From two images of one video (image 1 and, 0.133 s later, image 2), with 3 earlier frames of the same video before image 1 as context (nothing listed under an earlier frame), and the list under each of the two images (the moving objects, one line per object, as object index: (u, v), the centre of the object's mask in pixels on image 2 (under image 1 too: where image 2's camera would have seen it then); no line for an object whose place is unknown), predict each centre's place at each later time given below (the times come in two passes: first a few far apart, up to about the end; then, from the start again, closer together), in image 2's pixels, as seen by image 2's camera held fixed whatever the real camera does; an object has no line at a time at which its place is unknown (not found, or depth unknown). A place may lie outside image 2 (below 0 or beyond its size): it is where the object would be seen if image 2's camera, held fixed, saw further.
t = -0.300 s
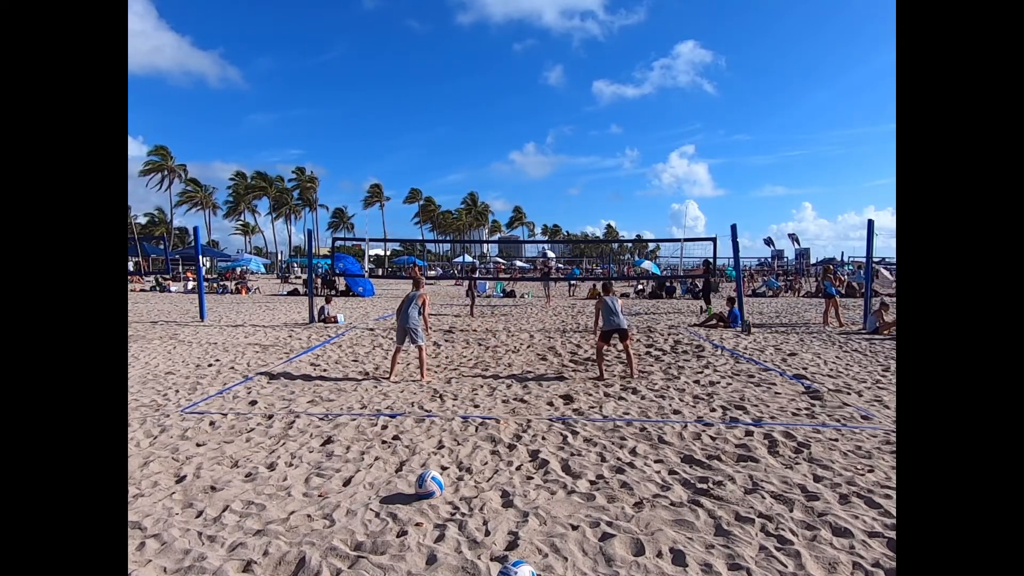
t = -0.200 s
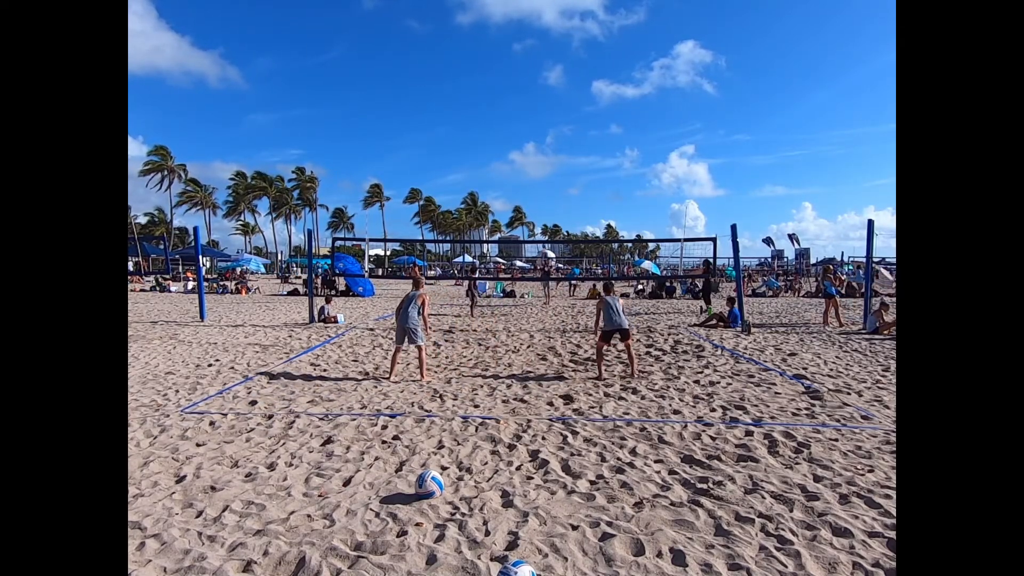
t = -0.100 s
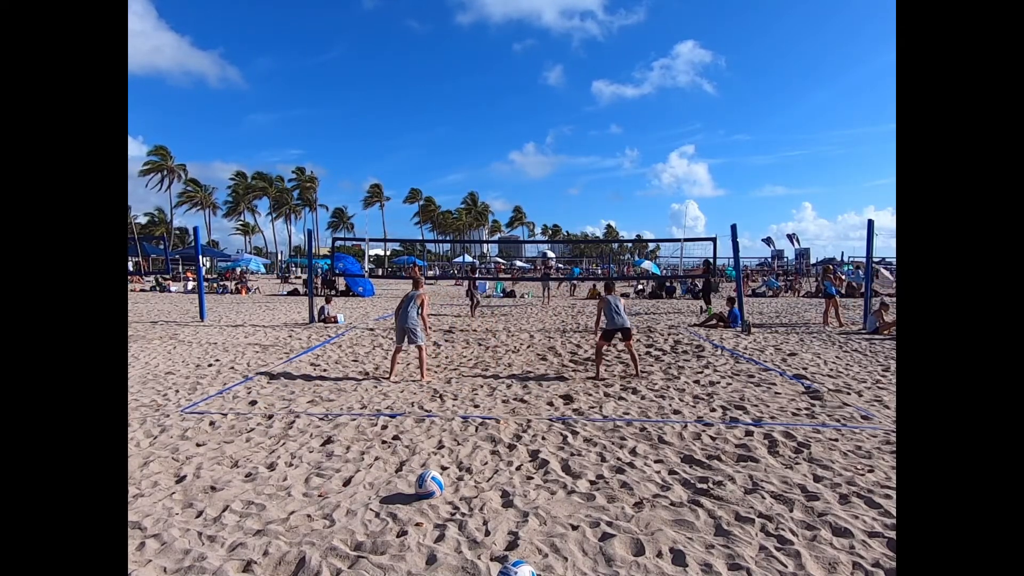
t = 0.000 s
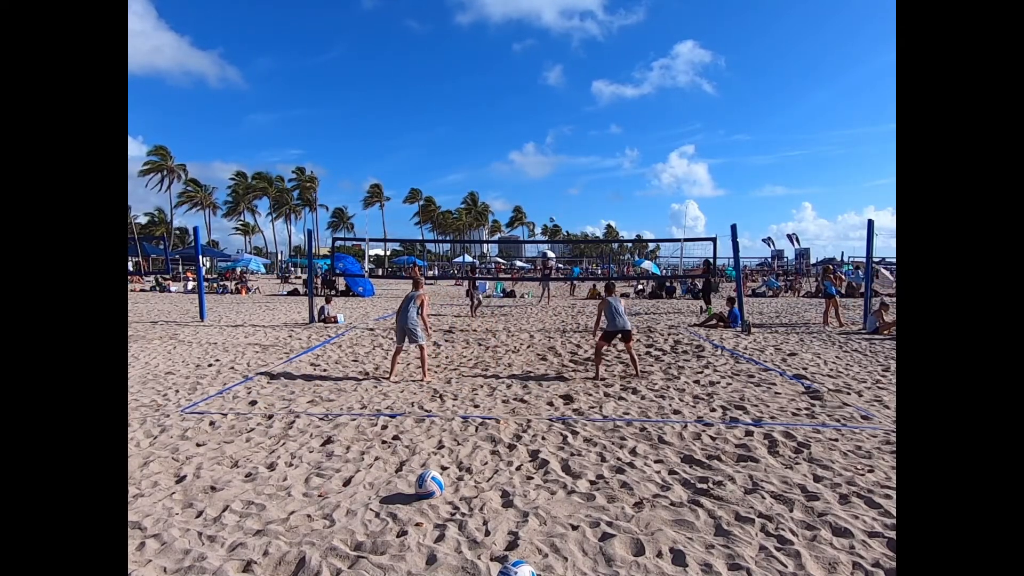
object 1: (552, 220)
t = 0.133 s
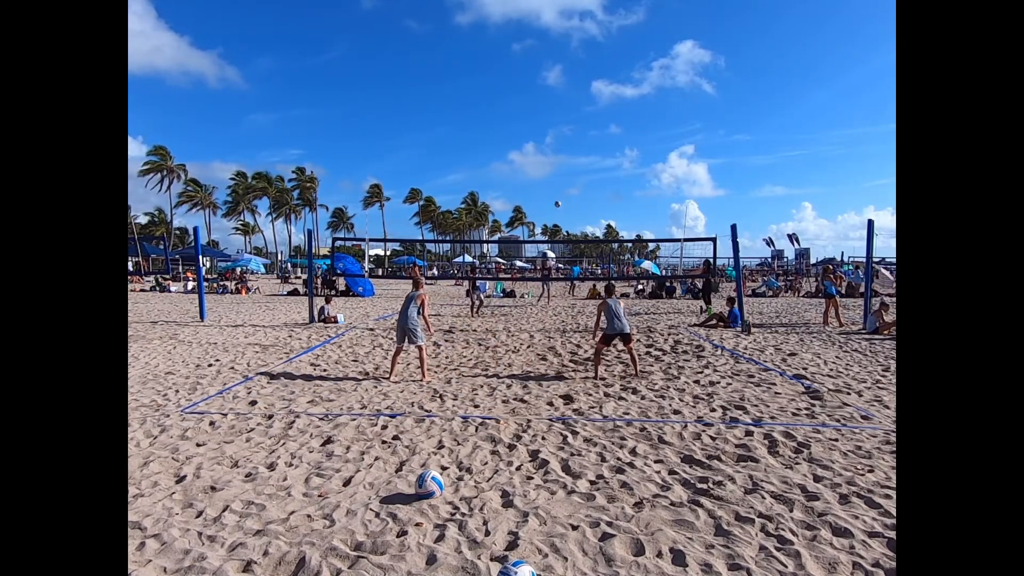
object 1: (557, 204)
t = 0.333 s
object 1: (566, 186)
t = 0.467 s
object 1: (573, 178)
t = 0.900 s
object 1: (602, 199)
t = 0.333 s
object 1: (566, 186)
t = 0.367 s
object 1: (568, 183)
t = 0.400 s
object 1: (570, 181)
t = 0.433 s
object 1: (571, 179)
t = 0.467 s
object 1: (573, 178)
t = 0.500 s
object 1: (575, 177)
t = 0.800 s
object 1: (594, 185)
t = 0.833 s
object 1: (597, 189)
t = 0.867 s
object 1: (599, 193)
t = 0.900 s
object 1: (602, 199)
